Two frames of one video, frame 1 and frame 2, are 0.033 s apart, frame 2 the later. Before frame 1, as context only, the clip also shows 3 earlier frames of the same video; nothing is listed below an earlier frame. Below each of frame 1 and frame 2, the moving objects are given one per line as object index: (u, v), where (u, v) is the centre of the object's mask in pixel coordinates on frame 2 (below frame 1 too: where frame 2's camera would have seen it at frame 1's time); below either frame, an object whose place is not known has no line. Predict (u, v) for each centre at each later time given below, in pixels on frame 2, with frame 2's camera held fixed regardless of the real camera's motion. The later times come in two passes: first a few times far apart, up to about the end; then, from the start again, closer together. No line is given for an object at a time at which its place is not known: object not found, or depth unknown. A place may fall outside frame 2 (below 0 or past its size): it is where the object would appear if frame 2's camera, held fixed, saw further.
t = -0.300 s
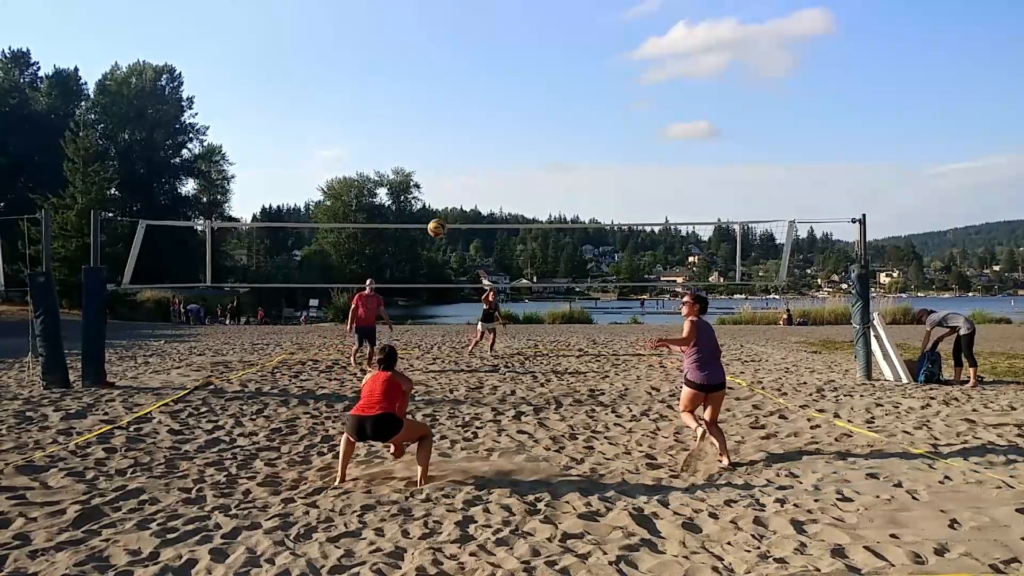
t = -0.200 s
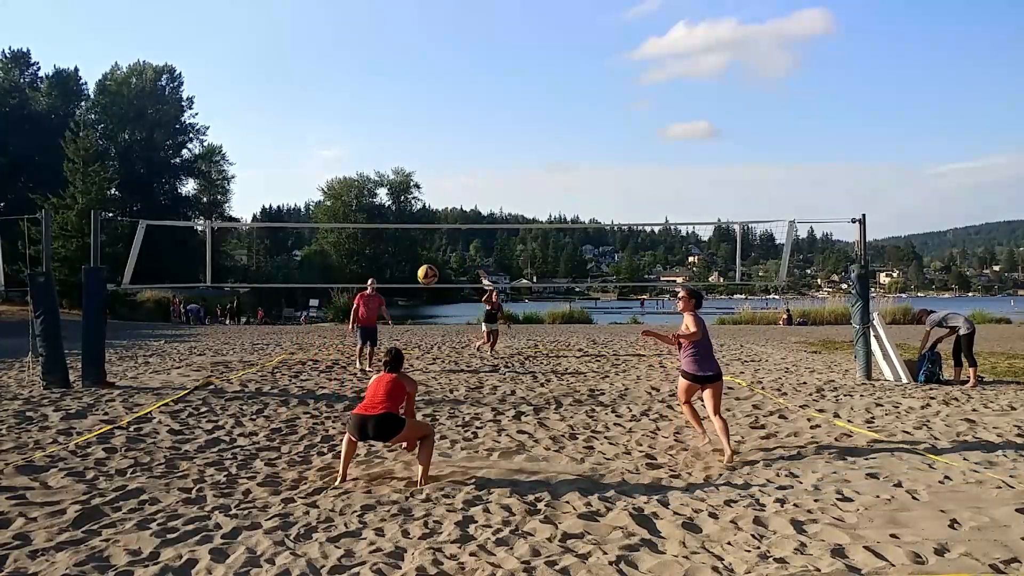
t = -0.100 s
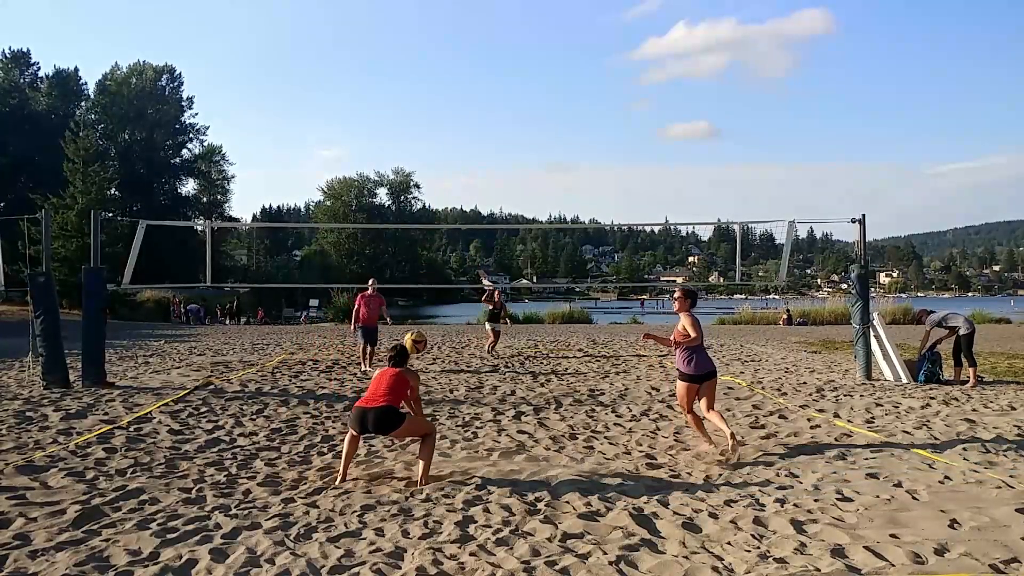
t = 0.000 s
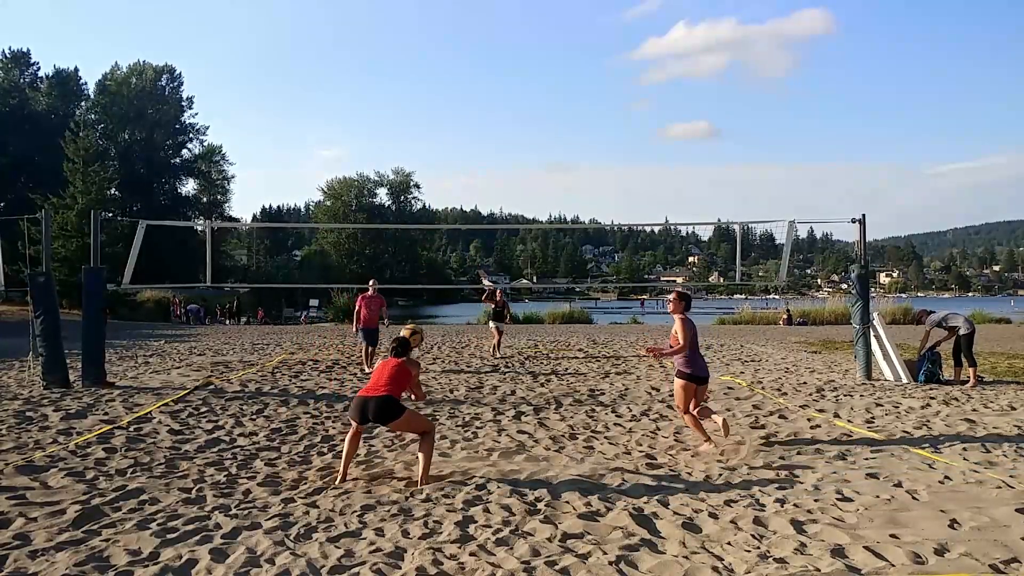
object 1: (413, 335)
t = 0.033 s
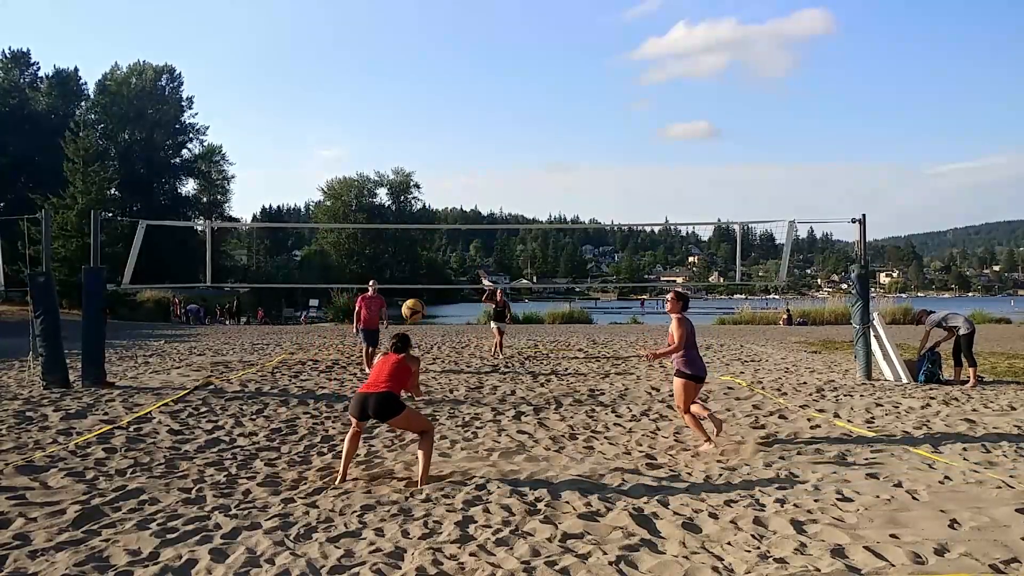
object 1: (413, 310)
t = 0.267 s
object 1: (424, 180)
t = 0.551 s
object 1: (437, 116)
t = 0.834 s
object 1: (449, 126)
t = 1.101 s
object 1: (460, 185)
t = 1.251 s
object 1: (465, 235)
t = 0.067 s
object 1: (415, 286)
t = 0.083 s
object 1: (416, 275)
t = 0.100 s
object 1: (417, 264)
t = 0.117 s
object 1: (418, 254)
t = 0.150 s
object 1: (419, 235)
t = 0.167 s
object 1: (420, 226)
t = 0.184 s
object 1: (420, 216)
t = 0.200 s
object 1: (421, 209)
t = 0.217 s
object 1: (422, 201)
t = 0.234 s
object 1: (422, 194)
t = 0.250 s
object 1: (423, 187)
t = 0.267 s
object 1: (424, 180)
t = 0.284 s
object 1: (425, 173)
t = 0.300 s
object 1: (426, 167)
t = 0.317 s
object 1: (427, 162)
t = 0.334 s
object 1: (428, 156)
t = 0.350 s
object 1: (428, 151)
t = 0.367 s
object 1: (429, 147)
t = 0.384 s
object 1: (430, 142)
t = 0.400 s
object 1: (431, 138)
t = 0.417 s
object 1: (431, 135)
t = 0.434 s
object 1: (432, 131)
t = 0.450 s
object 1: (433, 128)
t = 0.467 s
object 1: (433, 125)
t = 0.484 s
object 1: (434, 123)
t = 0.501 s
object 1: (435, 121)
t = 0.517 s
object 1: (436, 119)
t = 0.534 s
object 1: (436, 117)
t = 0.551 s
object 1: (437, 116)
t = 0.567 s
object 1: (438, 114)
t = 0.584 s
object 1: (439, 113)
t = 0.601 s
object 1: (440, 112)
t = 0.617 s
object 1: (440, 112)
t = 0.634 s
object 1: (441, 111)
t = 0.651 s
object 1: (442, 112)
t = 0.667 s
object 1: (442, 112)
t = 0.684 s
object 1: (443, 112)
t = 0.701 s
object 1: (444, 113)
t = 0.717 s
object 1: (445, 114)
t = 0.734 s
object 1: (445, 115)
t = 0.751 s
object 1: (446, 116)
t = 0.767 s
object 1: (447, 118)
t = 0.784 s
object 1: (447, 119)
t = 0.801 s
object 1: (448, 121)
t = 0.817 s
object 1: (449, 123)
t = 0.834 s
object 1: (449, 126)
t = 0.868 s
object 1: (451, 131)
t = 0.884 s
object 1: (452, 134)
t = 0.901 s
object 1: (452, 137)
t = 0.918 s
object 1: (453, 140)
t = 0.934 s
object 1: (453, 143)
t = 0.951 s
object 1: (454, 147)
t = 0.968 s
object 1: (455, 150)
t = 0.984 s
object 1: (455, 154)
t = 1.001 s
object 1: (456, 158)
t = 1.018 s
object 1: (457, 162)
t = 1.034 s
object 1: (458, 167)
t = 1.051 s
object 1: (458, 171)
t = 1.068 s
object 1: (459, 175)
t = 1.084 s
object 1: (459, 180)
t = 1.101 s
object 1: (460, 185)
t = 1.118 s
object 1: (461, 190)
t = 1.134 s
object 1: (461, 195)
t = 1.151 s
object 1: (462, 201)
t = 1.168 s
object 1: (462, 206)
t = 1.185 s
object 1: (462, 212)
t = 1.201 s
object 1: (463, 217)
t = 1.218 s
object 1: (463, 223)
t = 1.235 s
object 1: (464, 229)
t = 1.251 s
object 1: (465, 235)
